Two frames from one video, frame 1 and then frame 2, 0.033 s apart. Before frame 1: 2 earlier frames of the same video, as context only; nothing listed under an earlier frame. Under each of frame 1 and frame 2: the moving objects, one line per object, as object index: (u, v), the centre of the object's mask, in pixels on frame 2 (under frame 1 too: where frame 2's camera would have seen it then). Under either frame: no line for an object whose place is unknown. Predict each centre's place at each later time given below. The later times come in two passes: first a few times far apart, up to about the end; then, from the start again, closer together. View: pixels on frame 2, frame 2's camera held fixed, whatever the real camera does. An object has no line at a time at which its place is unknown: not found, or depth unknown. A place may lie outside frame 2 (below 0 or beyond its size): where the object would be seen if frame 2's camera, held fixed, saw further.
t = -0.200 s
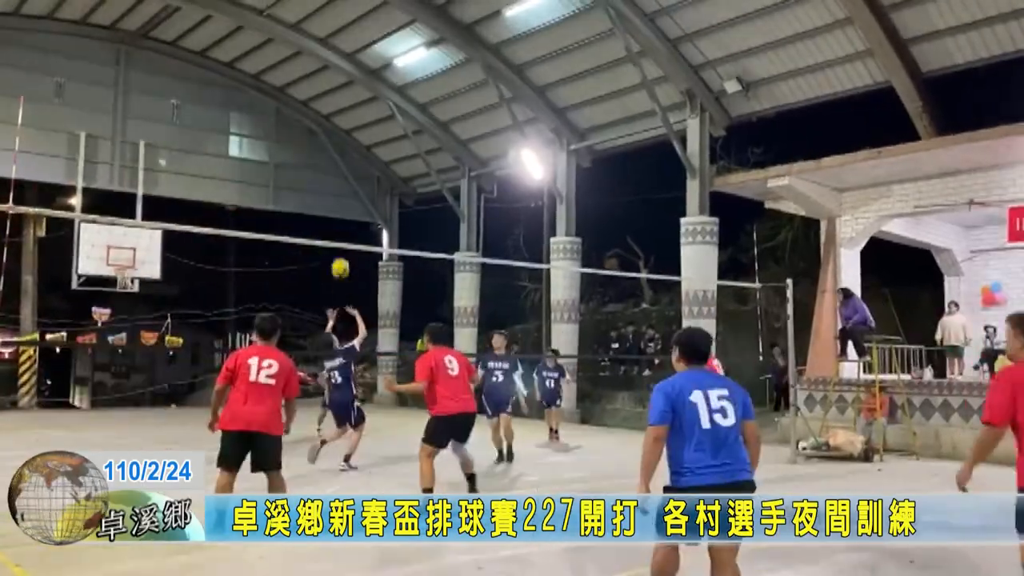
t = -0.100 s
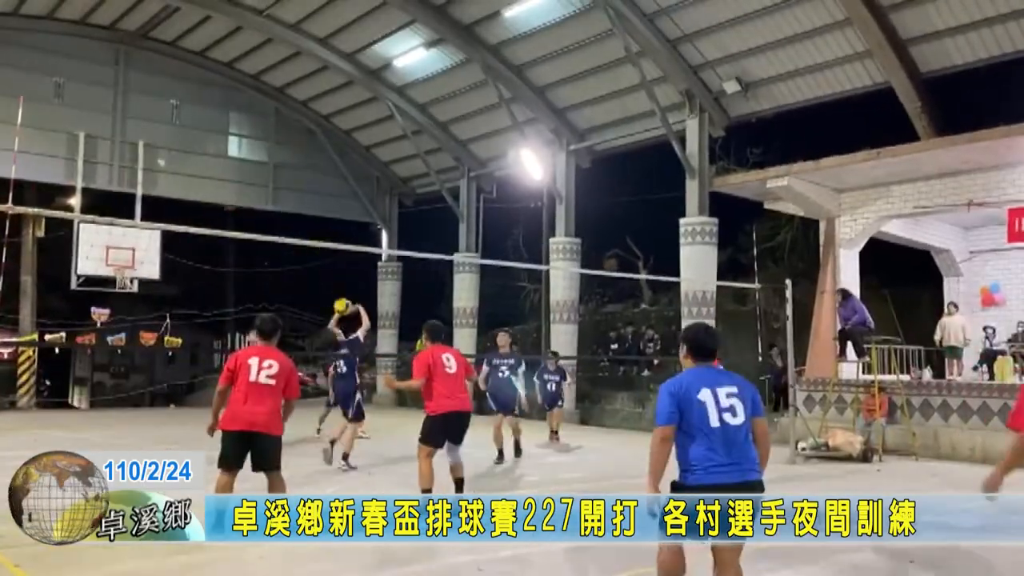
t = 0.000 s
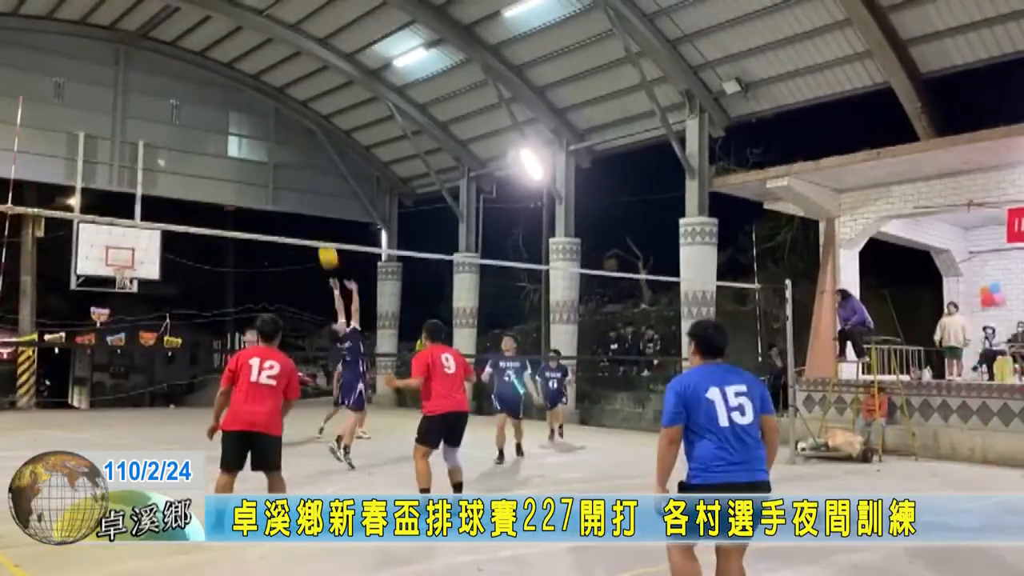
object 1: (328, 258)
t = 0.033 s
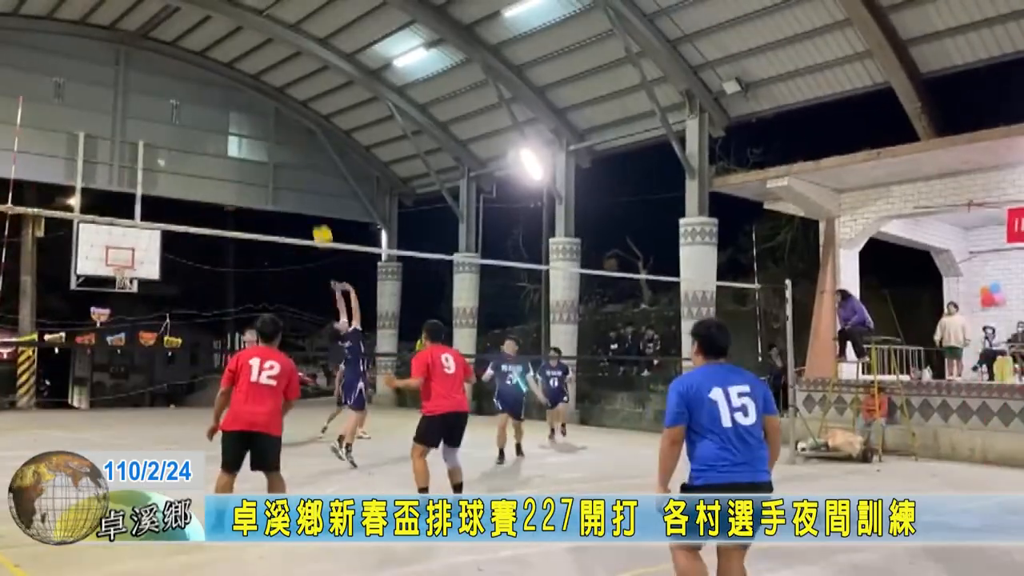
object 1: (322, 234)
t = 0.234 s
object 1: (288, 135)
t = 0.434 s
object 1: (252, 65)
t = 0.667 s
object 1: (208, 24)
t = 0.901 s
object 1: (161, 29)
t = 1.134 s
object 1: (109, 81)
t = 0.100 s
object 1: (311, 198)
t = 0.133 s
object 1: (305, 181)
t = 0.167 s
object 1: (300, 165)
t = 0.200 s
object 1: (294, 150)
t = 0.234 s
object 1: (288, 135)
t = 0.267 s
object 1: (282, 121)
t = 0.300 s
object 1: (276, 108)
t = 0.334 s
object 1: (270, 96)
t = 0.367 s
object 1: (264, 85)
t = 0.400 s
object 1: (258, 75)
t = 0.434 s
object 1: (252, 65)
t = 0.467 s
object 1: (246, 57)
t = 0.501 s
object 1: (239, 49)
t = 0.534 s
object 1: (233, 42)
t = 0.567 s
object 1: (227, 36)
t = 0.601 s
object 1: (221, 31)
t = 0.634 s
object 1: (214, 28)
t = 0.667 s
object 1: (208, 24)
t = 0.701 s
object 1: (202, 22)
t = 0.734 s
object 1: (195, 21)
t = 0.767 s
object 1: (188, 21)
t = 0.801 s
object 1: (181, 21)
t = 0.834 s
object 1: (175, 23)
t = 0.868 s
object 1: (167, 25)
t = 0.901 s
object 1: (161, 29)
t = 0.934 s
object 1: (154, 33)
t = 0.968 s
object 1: (147, 38)
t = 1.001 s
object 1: (139, 45)
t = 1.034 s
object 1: (132, 52)
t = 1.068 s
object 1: (124, 61)
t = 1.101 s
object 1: (117, 70)
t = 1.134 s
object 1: (109, 81)
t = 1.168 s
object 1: (101, 92)
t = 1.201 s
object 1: (93, 105)
